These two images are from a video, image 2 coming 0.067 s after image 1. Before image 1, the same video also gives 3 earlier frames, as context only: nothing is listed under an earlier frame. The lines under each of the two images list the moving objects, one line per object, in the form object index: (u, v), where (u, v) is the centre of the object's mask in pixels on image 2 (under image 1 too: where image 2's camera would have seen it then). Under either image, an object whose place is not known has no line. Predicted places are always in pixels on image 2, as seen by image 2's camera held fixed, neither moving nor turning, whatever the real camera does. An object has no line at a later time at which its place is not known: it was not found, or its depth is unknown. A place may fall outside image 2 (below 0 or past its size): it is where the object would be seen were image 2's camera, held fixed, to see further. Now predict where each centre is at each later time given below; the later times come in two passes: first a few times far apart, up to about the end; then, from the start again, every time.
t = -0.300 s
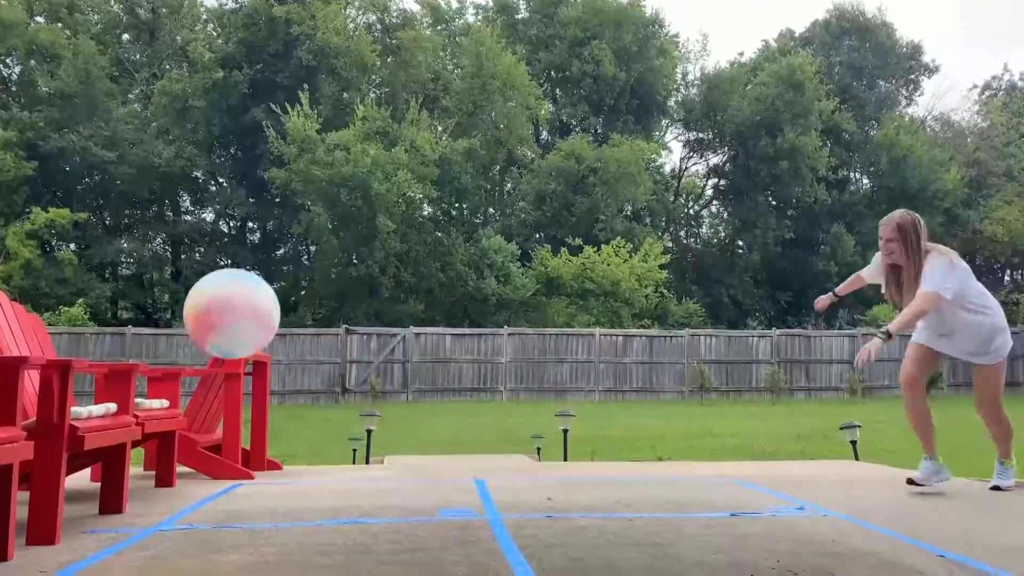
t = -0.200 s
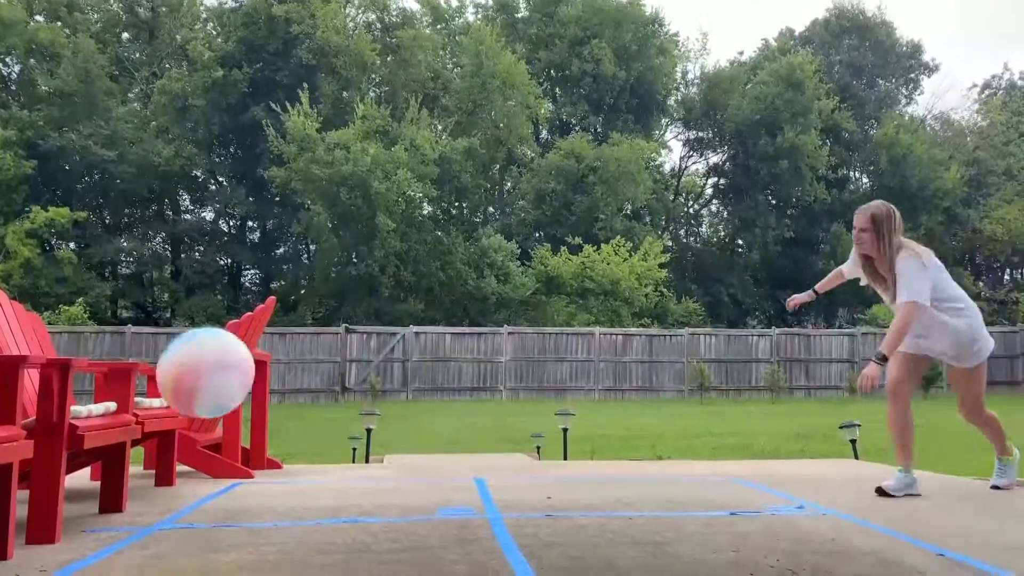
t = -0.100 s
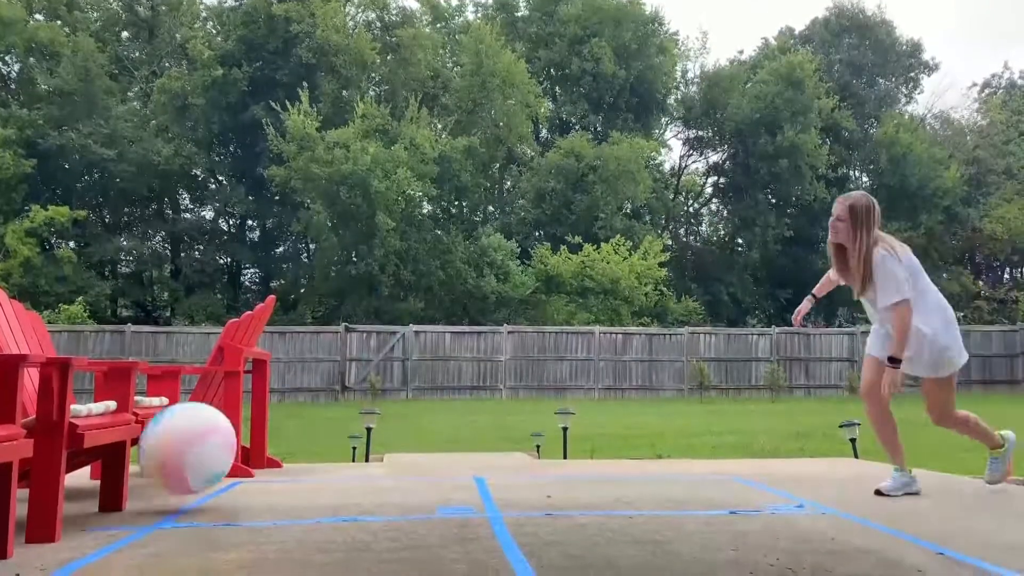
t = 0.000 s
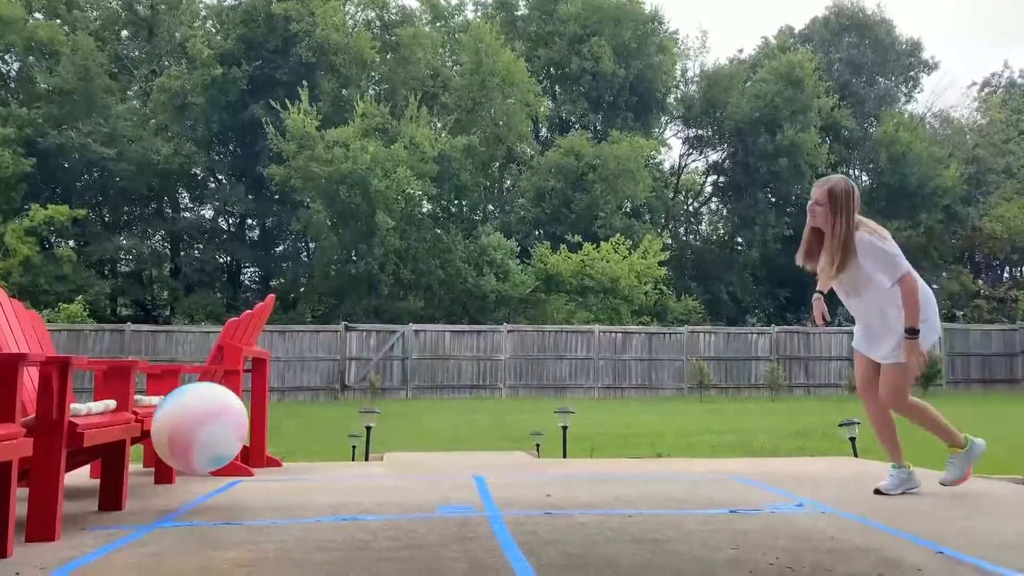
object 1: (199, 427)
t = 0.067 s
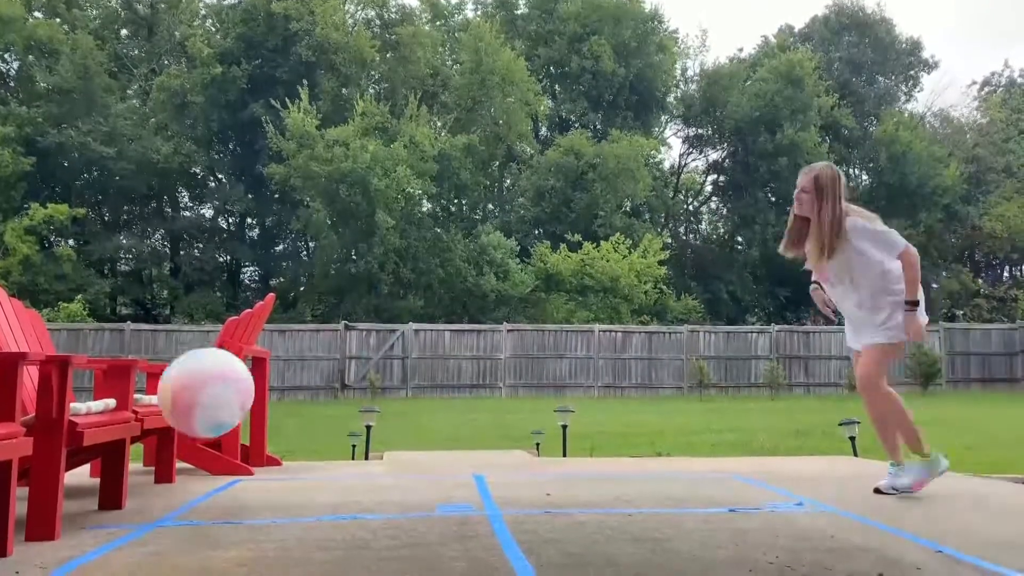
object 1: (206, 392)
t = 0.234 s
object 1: (219, 348)
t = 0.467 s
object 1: (232, 379)
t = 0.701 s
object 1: (243, 427)
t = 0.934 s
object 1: (259, 371)
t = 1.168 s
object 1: (269, 416)
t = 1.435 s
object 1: (274, 393)
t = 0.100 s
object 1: (208, 378)
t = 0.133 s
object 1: (211, 368)
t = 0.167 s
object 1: (214, 358)
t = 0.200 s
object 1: (216, 352)
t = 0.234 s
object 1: (219, 348)
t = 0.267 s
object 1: (221, 346)
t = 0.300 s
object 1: (223, 346)
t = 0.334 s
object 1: (225, 348)
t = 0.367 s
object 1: (227, 353)
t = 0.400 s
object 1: (229, 359)
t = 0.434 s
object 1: (231, 368)
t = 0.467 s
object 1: (232, 379)
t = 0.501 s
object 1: (234, 392)
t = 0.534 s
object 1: (235, 407)
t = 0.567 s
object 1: (236, 425)
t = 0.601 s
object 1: (237, 444)
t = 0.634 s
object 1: (238, 461)
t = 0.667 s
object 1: (241, 444)
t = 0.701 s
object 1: (243, 427)
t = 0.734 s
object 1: (246, 412)
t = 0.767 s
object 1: (249, 400)
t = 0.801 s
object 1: (251, 390)
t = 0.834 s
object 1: (253, 382)
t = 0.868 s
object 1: (255, 376)
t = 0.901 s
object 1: (257, 372)
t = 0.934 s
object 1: (259, 371)
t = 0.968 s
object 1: (260, 371)
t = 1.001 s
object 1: (262, 374)
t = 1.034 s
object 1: (264, 378)
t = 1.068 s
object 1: (265, 385)
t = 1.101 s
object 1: (266, 393)
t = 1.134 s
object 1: (268, 404)
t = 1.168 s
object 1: (269, 416)
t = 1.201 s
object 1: (270, 430)
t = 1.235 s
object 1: (270, 447)
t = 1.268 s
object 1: (271, 448)
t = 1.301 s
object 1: (272, 433)
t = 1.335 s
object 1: (272, 420)
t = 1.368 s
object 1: (273, 410)
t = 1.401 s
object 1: (273, 400)
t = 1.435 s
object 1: (274, 393)
